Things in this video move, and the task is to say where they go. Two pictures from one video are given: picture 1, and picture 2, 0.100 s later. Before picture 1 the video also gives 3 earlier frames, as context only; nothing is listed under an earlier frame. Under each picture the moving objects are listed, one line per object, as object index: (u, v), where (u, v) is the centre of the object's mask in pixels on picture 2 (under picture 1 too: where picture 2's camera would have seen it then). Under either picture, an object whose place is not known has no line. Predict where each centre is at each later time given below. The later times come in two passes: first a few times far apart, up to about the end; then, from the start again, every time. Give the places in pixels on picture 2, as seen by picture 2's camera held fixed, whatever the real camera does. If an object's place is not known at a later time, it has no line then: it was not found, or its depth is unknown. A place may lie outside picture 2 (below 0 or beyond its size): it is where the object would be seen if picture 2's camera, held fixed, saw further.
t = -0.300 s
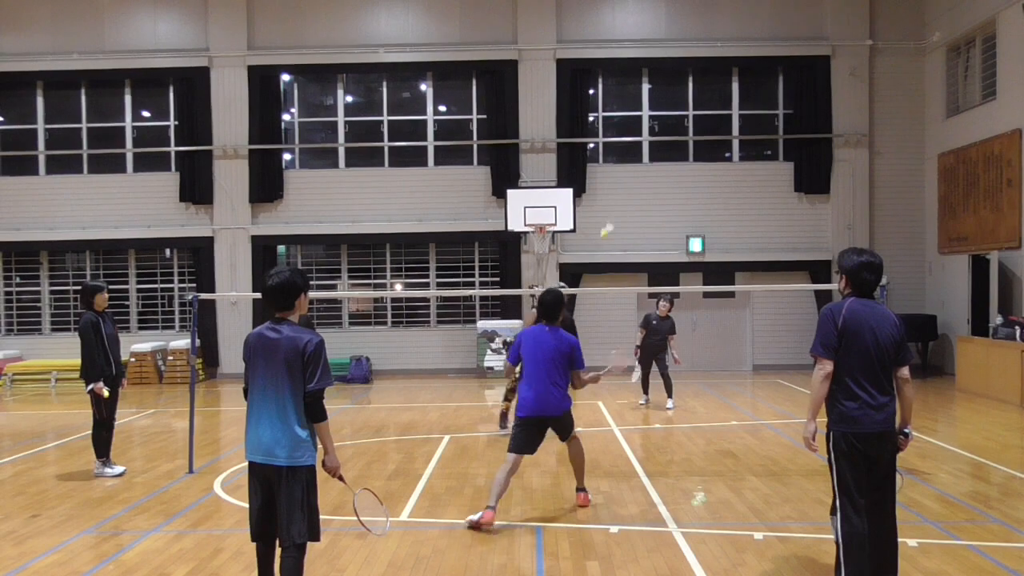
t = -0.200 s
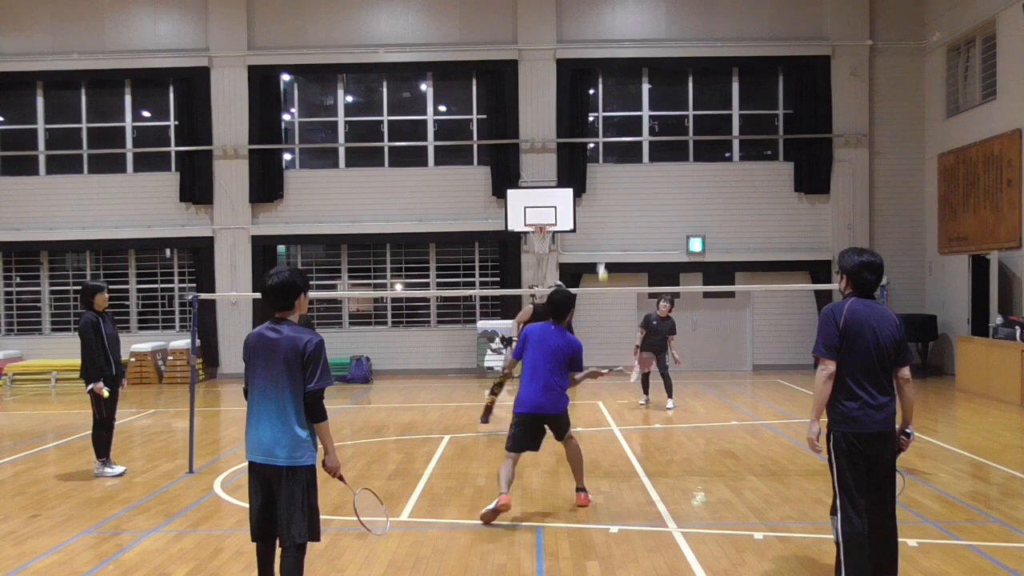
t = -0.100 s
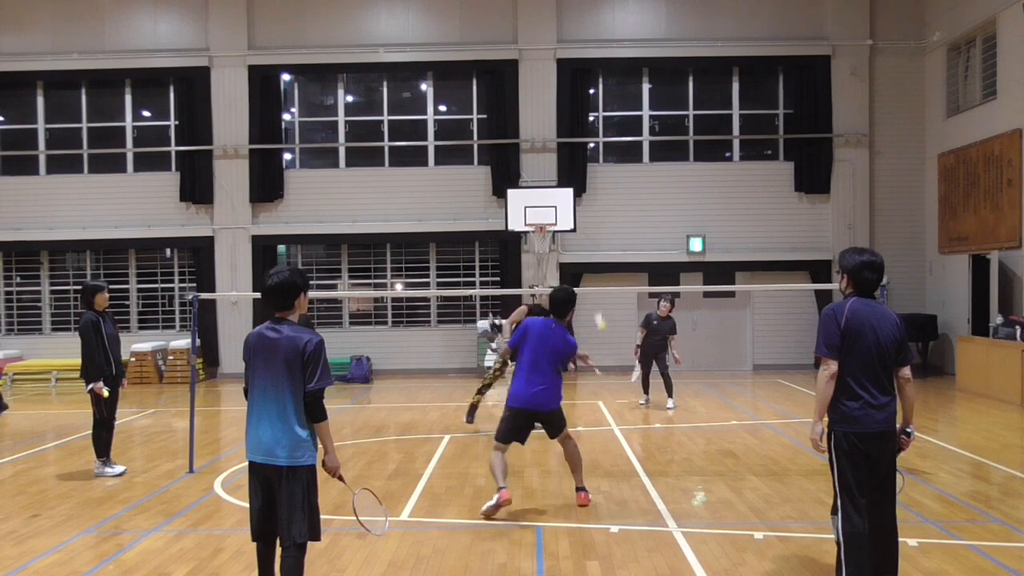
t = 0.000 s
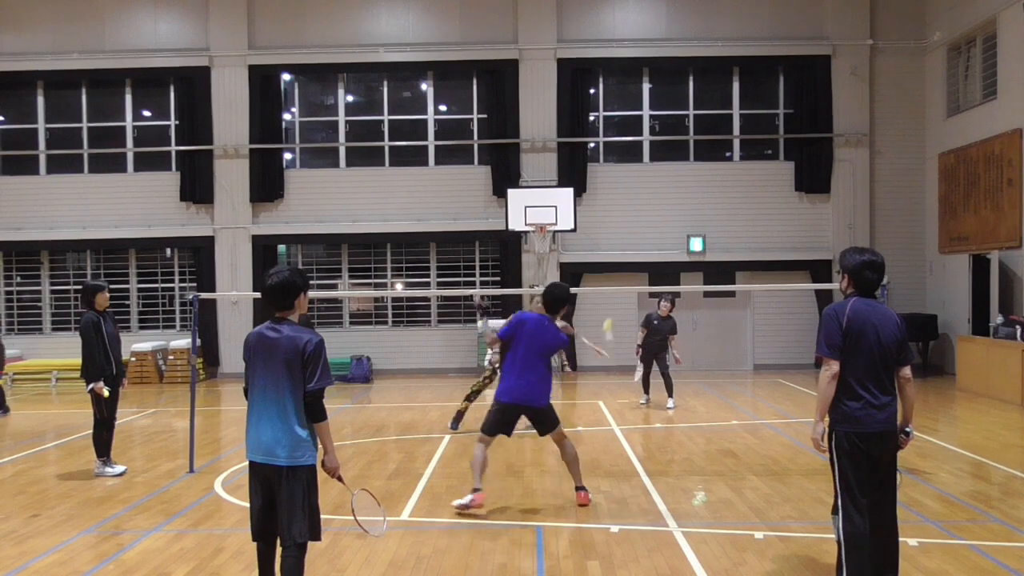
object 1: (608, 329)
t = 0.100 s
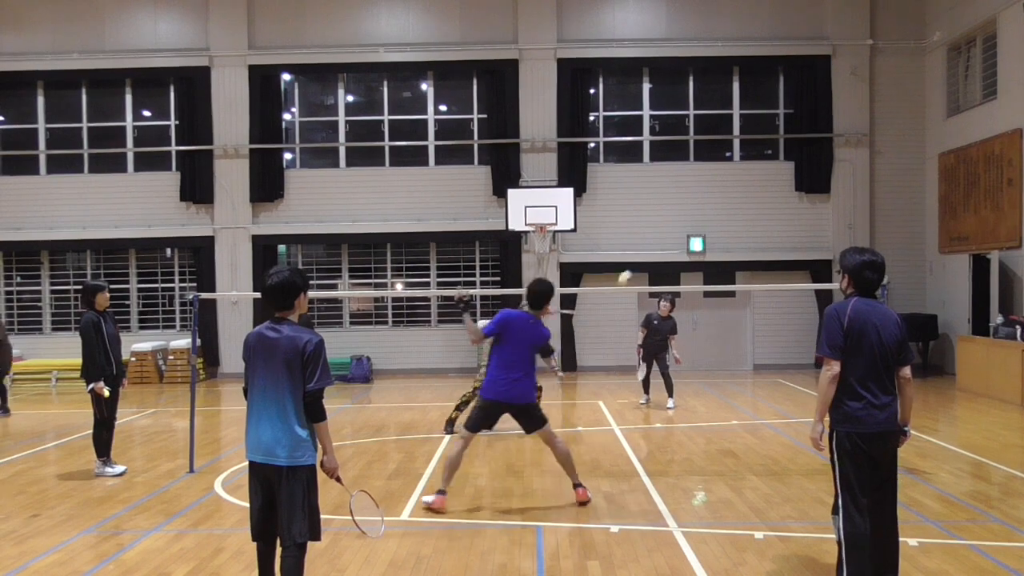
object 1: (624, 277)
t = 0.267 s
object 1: (643, 235)
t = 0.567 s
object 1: (671, 247)
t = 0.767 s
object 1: (684, 299)
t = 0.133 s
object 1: (628, 267)
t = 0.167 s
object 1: (632, 258)
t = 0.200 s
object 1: (635, 248)
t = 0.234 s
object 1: (639, 241)
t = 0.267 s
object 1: (643, 235)
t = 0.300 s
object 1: (647, 231)
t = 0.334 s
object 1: (652, 228)
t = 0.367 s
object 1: (655, 228)
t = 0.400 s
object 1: (658, 229)
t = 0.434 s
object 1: (661, 231)
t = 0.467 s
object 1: (663, 234)
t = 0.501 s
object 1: (666, 237)
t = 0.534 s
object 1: (668, 242)
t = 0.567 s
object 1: (671, 247)
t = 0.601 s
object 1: (672, 254)
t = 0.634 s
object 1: (675, 261)
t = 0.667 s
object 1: (678, 269)
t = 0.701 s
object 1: (680, 277)
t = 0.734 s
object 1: (682, 287)
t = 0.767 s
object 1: (684, 299)
